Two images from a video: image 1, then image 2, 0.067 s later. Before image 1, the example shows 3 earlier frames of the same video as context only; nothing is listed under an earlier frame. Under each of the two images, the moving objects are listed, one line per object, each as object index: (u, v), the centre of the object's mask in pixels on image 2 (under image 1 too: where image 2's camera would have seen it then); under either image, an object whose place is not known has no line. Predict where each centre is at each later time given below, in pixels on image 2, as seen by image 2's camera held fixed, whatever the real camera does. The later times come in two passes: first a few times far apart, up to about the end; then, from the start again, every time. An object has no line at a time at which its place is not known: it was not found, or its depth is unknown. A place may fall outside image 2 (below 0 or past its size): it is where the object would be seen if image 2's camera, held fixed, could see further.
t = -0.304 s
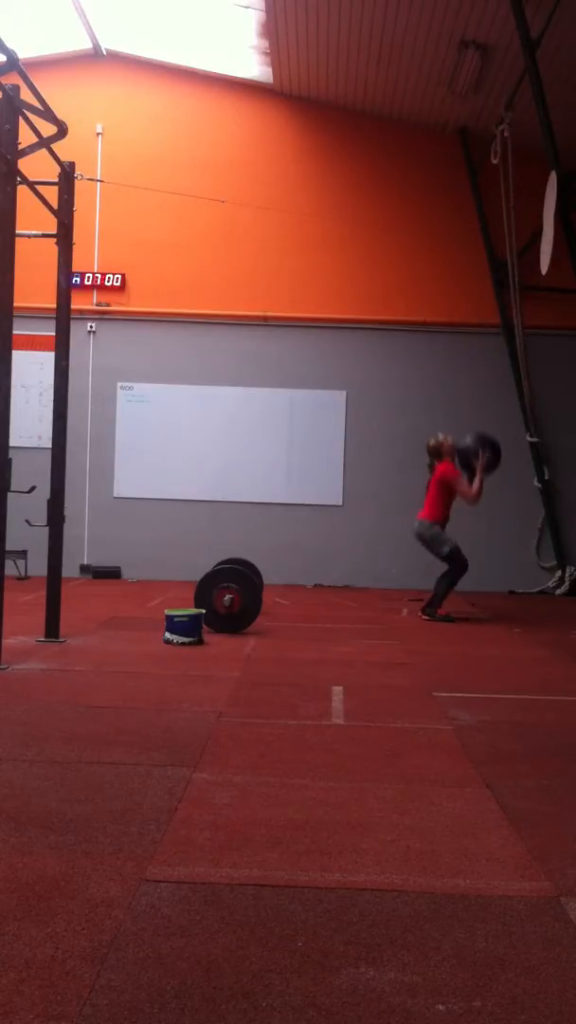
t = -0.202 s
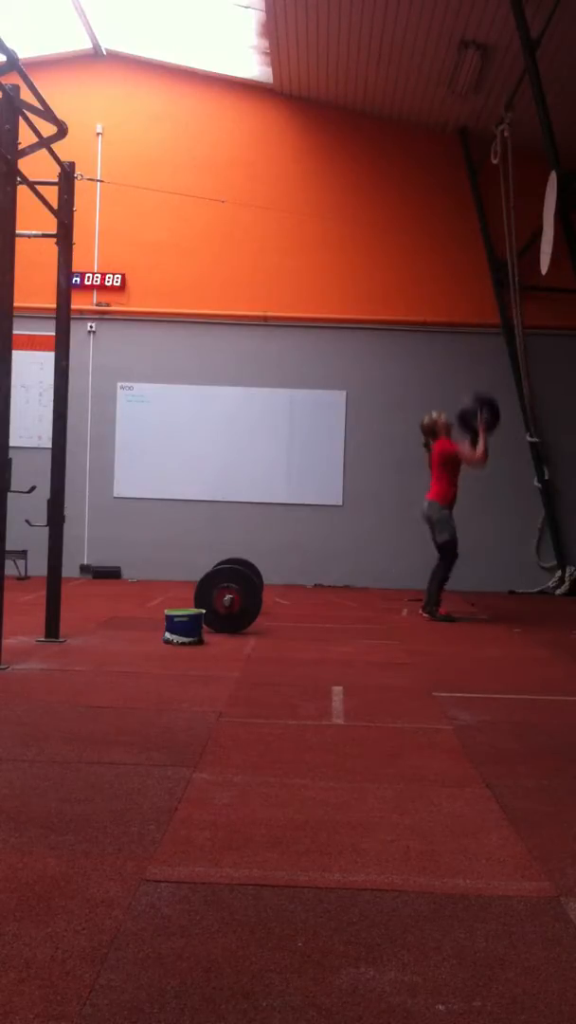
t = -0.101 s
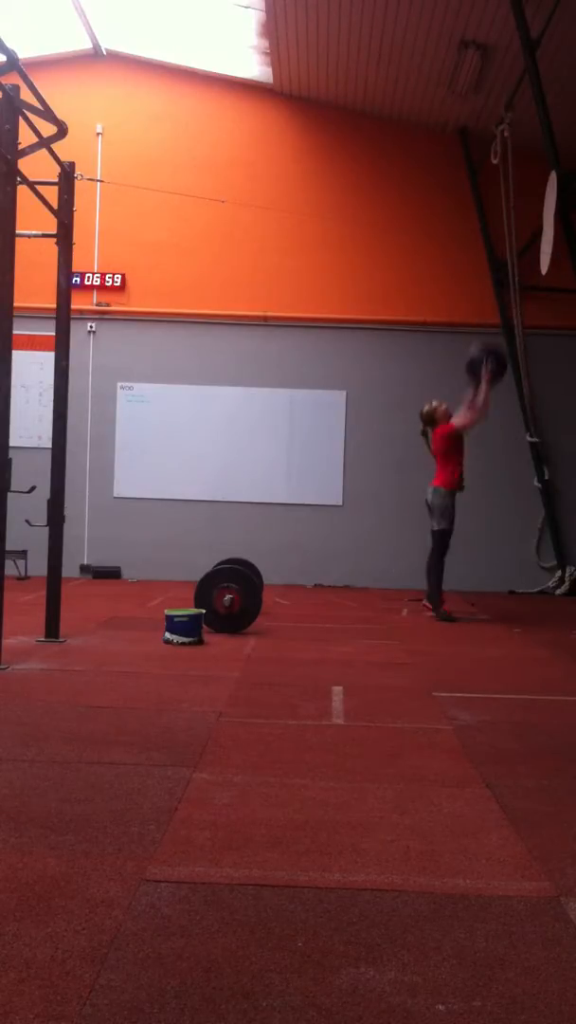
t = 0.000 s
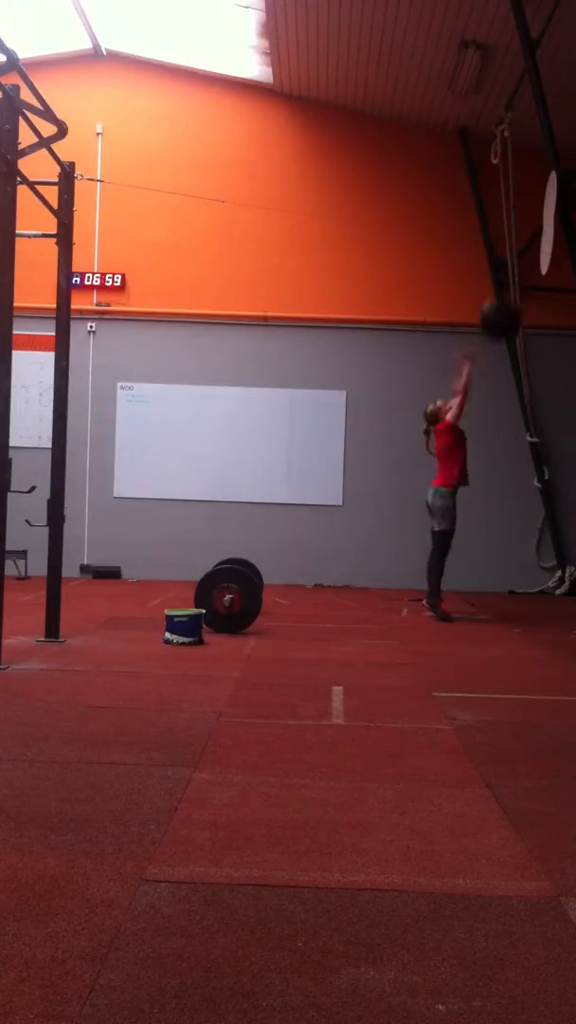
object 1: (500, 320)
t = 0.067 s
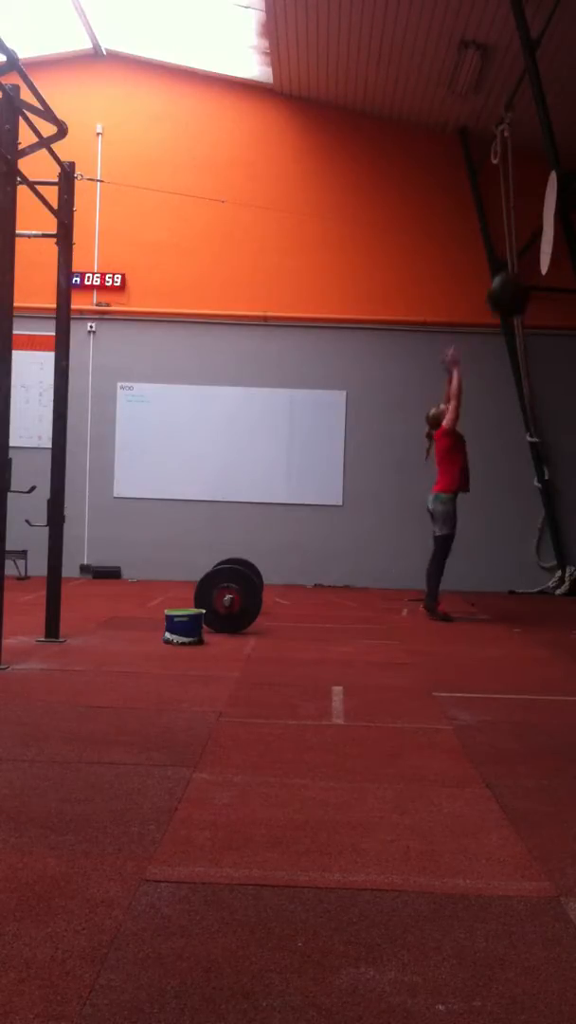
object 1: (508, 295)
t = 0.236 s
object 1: (527, 263)
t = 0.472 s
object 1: (514, 272)
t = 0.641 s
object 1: (503, 322)
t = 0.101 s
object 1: (512, 285)
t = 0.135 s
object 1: (515, 278)
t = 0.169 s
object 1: (522, 272)
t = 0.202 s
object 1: (528, 265)
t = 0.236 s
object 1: (527, 263)
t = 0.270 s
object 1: (527, 261)
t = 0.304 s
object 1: (526, 260)
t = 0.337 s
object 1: (524, 259)
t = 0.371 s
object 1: (520, 261)
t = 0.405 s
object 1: (519, 262)
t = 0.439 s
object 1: (518, 264)
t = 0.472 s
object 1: (514, 272)
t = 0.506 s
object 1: (513, 277)
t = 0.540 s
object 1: (509, 287)
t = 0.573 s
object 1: (508, 298)
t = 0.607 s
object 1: (505, 309)
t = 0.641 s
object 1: (503, 322)
